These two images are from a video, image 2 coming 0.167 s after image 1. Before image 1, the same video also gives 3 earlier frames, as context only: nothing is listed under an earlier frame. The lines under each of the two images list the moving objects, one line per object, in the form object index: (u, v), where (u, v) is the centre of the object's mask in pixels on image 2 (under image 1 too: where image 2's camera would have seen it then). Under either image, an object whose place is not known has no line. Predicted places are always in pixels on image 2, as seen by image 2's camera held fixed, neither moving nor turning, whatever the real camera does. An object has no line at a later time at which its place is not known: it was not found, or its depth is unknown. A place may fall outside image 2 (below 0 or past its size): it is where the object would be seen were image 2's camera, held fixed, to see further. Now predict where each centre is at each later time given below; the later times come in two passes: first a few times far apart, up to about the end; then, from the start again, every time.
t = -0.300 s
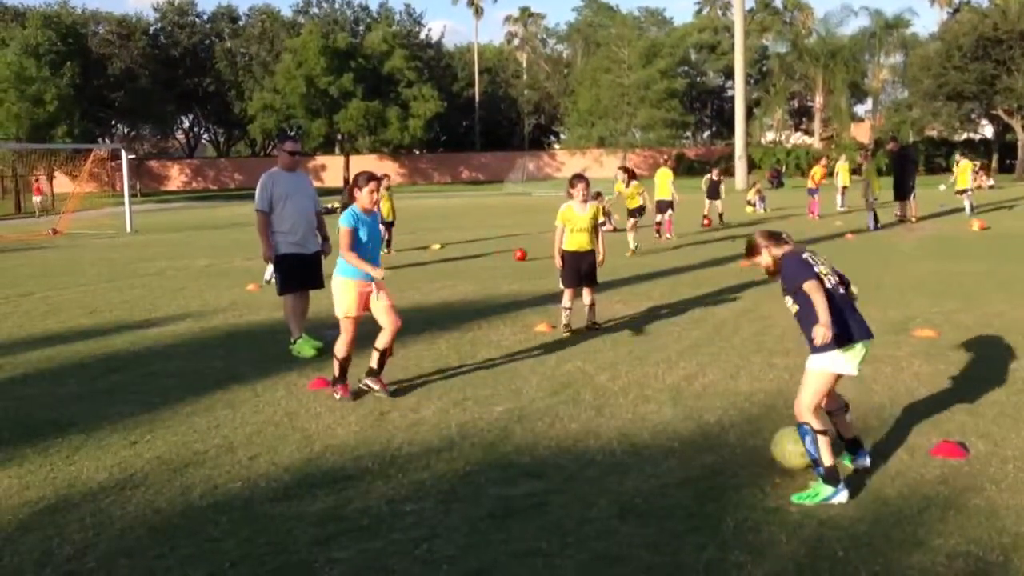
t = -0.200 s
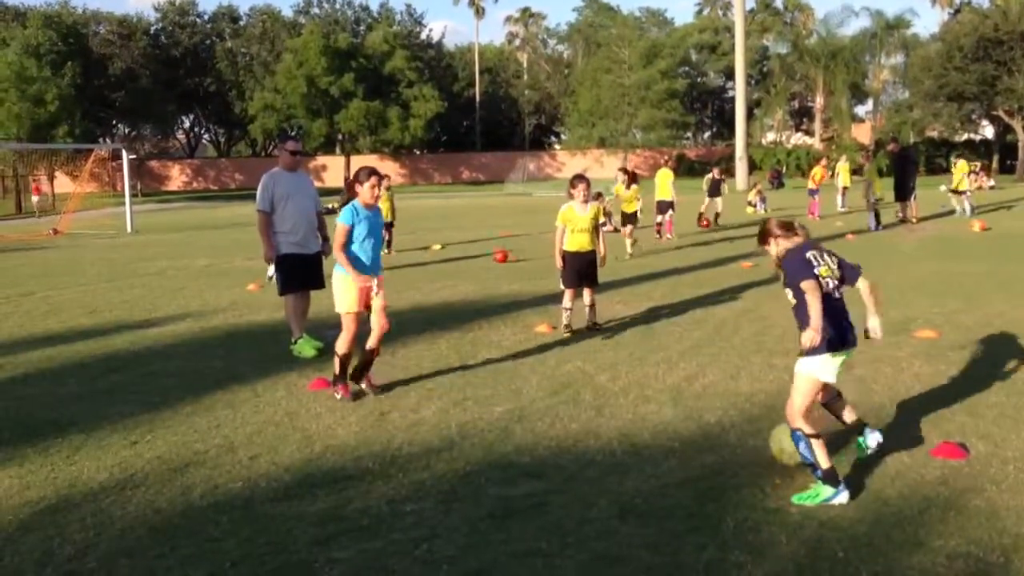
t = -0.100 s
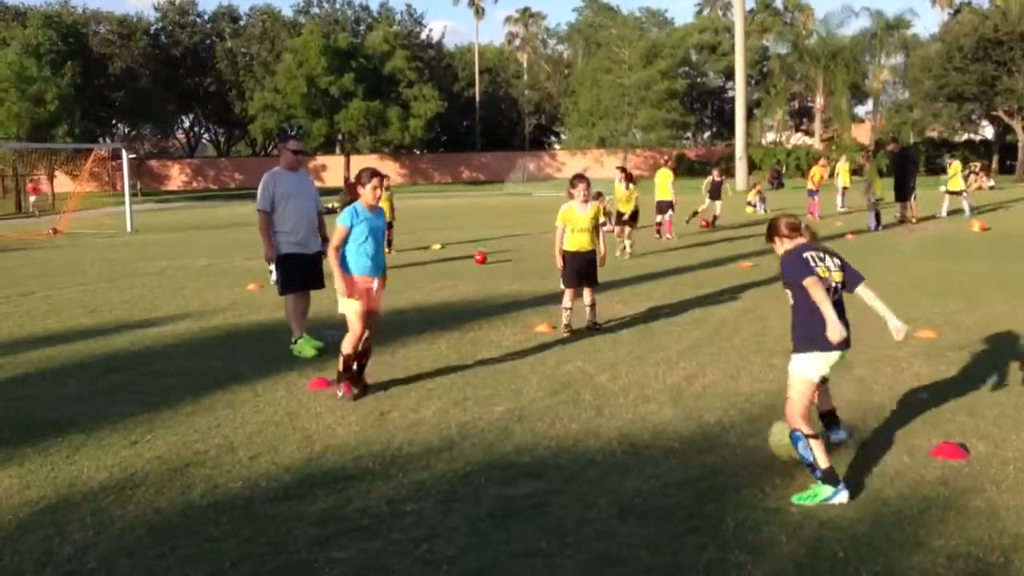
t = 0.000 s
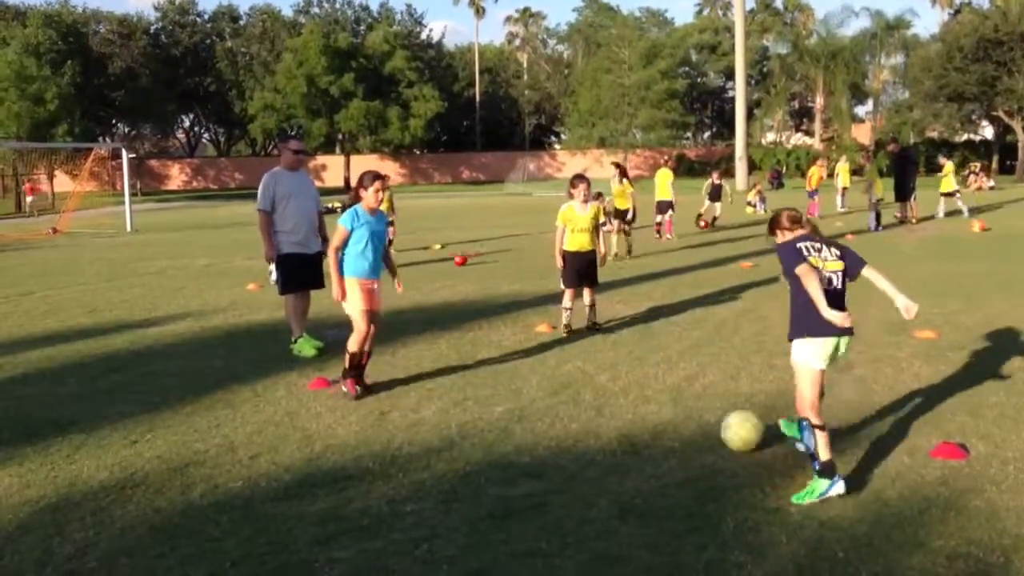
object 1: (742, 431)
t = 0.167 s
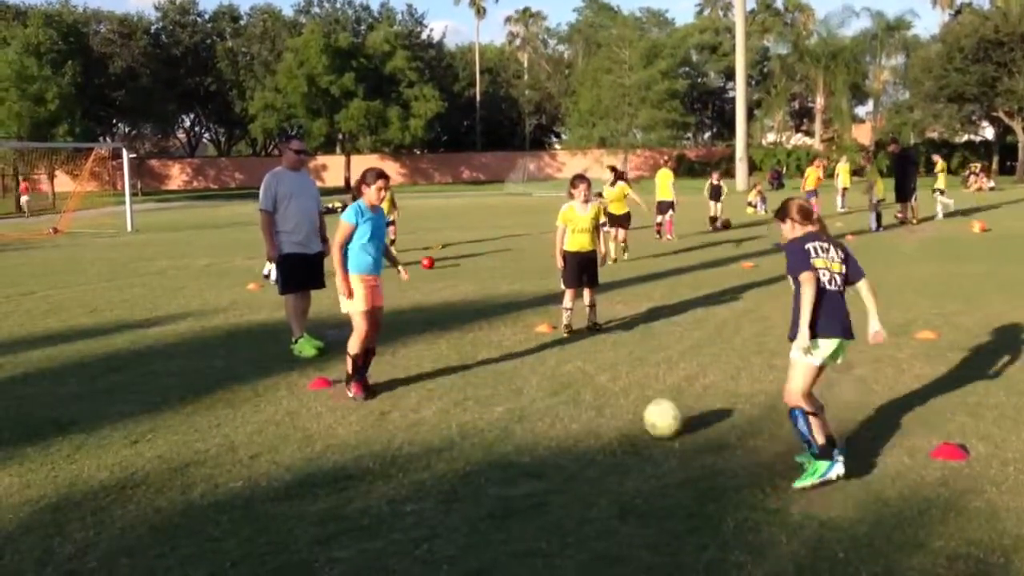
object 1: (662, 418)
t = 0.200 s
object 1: (648, 417)
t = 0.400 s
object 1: (582, 407)
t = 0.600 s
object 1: (525, 397)
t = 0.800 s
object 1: (474, 390)
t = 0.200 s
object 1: (648, 417)
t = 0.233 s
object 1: (635, 414)
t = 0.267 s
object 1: (623, 413)
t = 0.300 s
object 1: (612, 411)
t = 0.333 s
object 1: (601, 410)
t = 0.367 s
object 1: (592, 409)
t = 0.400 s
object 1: (582, 407)
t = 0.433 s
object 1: (573, 404)
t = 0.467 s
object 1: (563, 403)
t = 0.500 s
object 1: (553, 402)
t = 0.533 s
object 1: (543, 400)
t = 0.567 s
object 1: (534, 398)
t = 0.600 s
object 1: (525, 397)
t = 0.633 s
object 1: (516, 396)
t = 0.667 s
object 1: (508, 394)
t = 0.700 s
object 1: (500, 392)
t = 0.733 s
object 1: (491, 391)
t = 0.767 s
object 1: (483, 391)
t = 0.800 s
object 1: (474, 390)
